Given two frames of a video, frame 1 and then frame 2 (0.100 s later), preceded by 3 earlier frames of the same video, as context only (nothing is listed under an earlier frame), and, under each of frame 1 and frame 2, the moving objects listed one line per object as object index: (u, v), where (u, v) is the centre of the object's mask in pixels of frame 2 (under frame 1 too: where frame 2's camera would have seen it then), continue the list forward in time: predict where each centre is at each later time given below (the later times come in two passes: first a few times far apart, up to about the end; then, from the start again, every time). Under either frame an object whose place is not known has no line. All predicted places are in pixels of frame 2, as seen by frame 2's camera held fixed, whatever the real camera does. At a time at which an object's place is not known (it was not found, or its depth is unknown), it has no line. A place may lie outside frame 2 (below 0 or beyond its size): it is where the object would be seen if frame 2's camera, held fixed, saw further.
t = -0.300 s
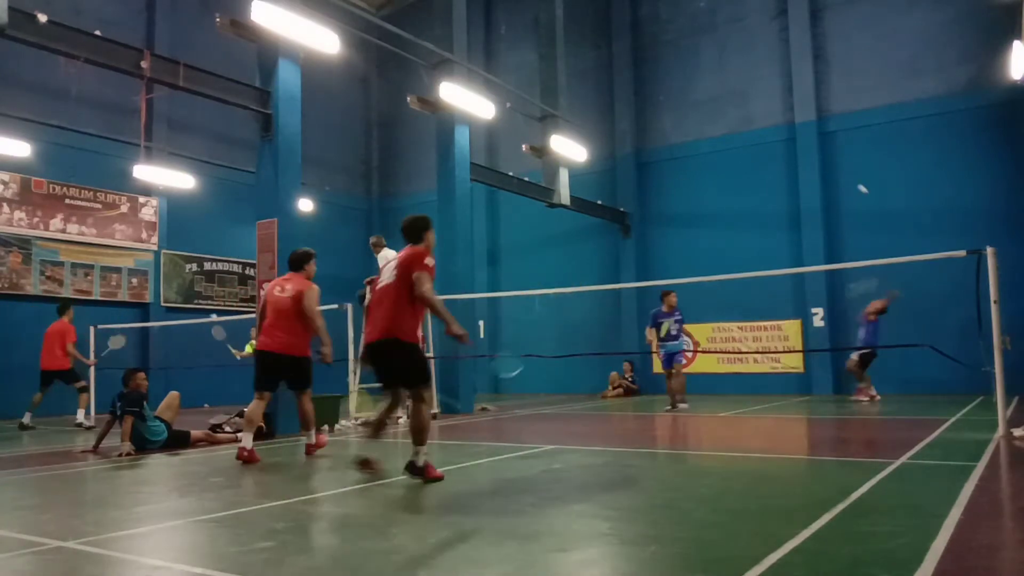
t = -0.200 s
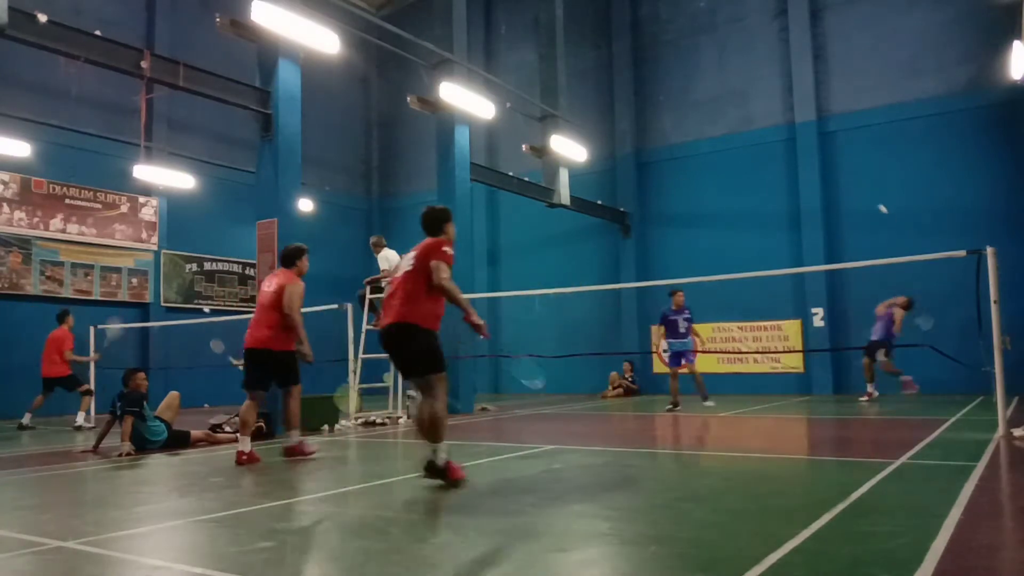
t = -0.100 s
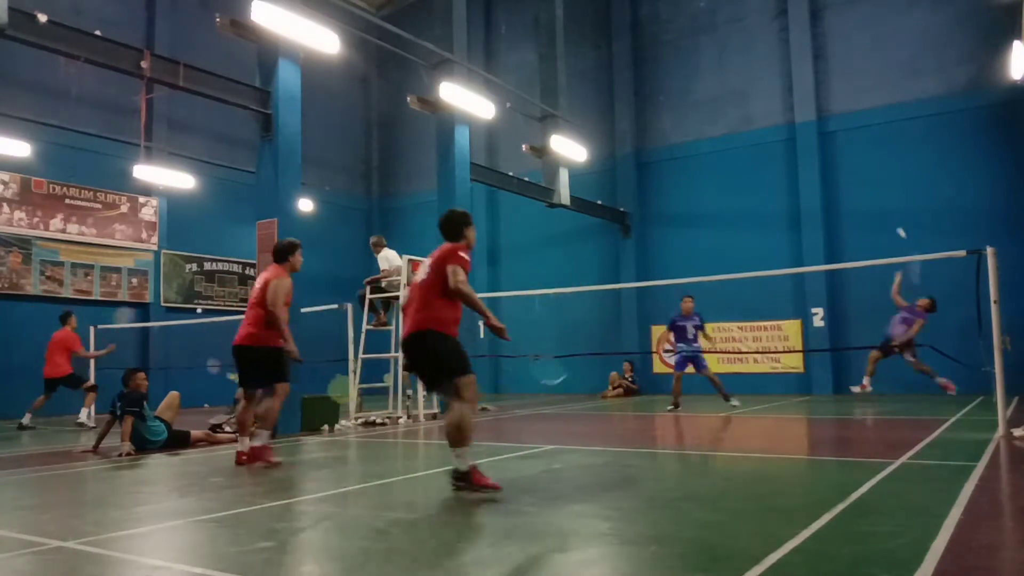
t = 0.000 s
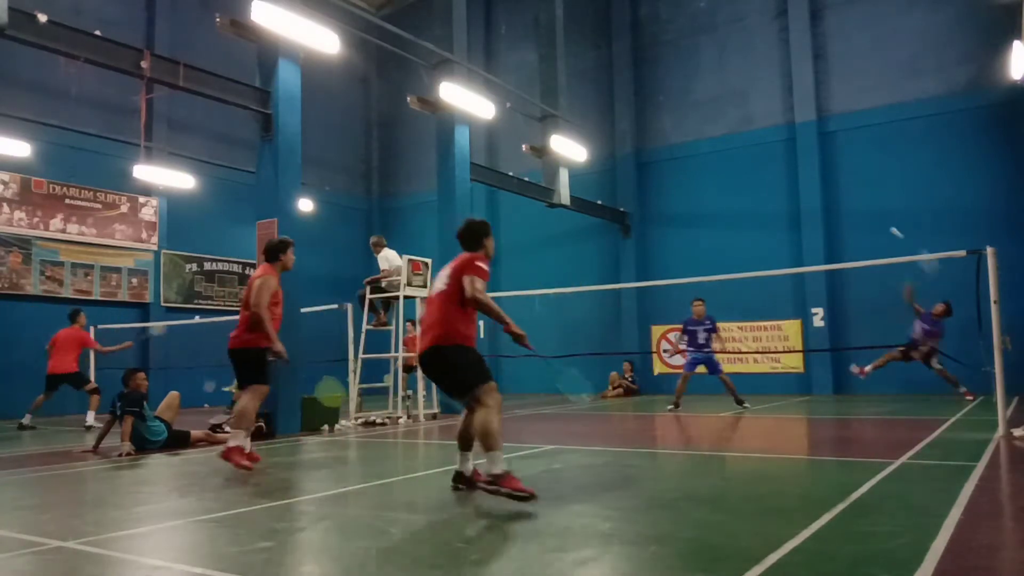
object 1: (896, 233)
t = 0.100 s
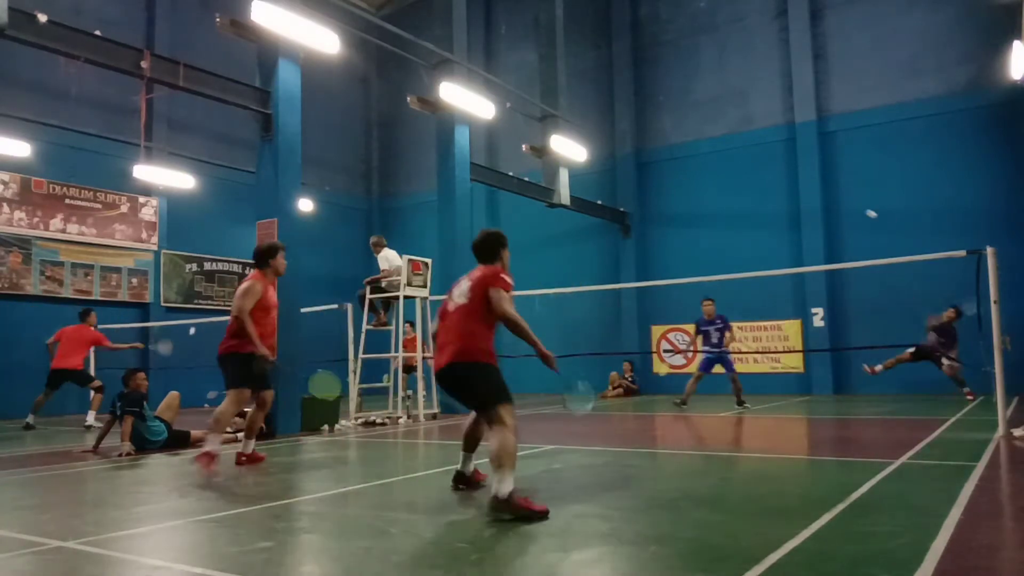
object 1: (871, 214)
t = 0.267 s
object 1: (835, 203)
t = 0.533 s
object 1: (784, 241)
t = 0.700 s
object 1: (753, 301)
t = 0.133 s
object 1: (863, 210)
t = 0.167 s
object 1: (856, 206)
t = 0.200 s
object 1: (849, 204)
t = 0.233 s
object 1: (842, 203)
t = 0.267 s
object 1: (835, 203)
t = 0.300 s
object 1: (828, 204)
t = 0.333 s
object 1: (822, 206)
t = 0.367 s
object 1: (815, 209)
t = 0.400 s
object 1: (808, 213)
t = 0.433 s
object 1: (804, 217)
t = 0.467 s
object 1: (796, 224)
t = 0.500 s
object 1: (790, 232)
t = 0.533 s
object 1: (784, 241)
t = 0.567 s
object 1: (777, 250)
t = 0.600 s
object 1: (771, 261)
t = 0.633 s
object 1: (764, 273)
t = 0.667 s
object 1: (758, 287)
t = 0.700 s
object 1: (753, 301)
